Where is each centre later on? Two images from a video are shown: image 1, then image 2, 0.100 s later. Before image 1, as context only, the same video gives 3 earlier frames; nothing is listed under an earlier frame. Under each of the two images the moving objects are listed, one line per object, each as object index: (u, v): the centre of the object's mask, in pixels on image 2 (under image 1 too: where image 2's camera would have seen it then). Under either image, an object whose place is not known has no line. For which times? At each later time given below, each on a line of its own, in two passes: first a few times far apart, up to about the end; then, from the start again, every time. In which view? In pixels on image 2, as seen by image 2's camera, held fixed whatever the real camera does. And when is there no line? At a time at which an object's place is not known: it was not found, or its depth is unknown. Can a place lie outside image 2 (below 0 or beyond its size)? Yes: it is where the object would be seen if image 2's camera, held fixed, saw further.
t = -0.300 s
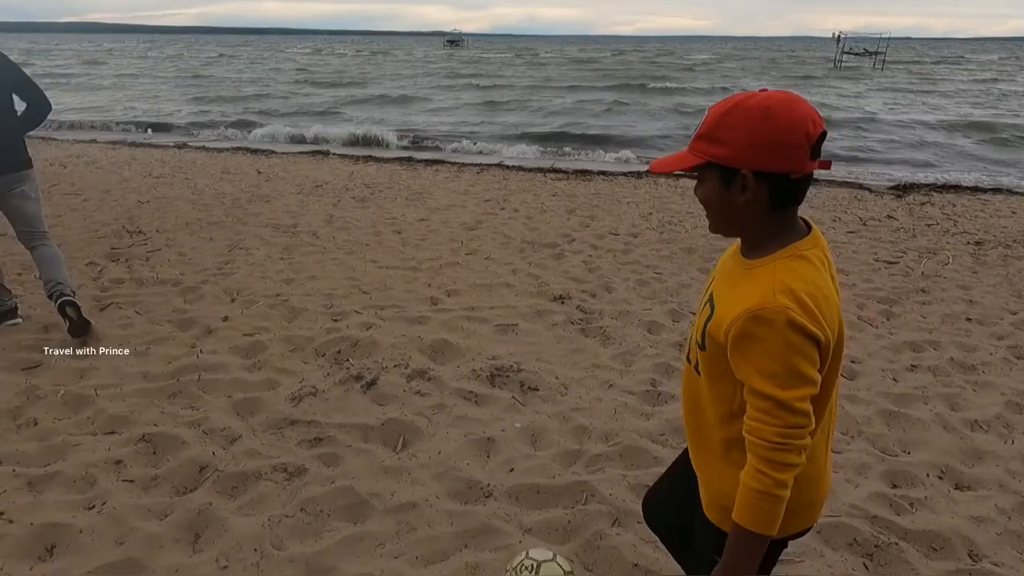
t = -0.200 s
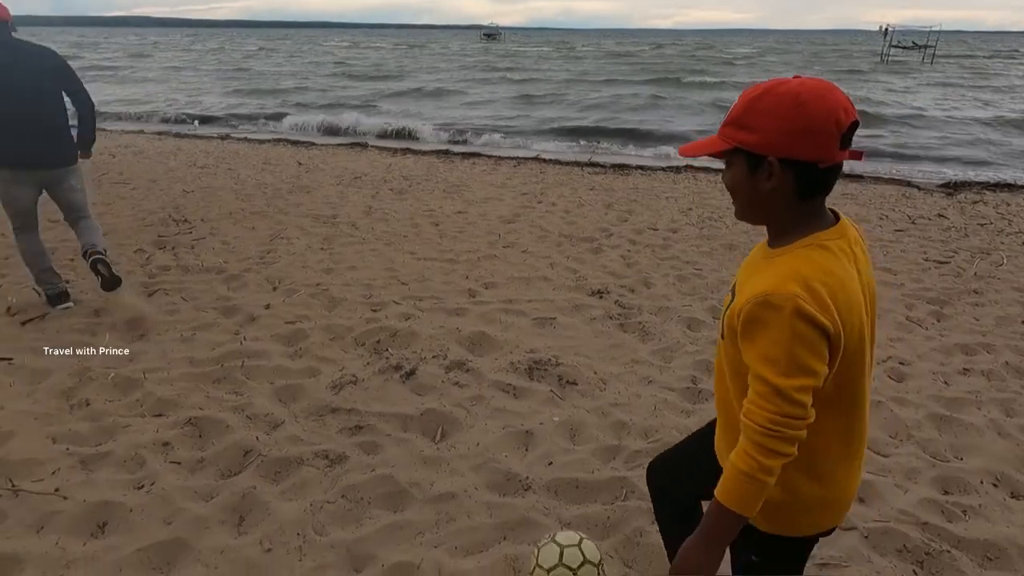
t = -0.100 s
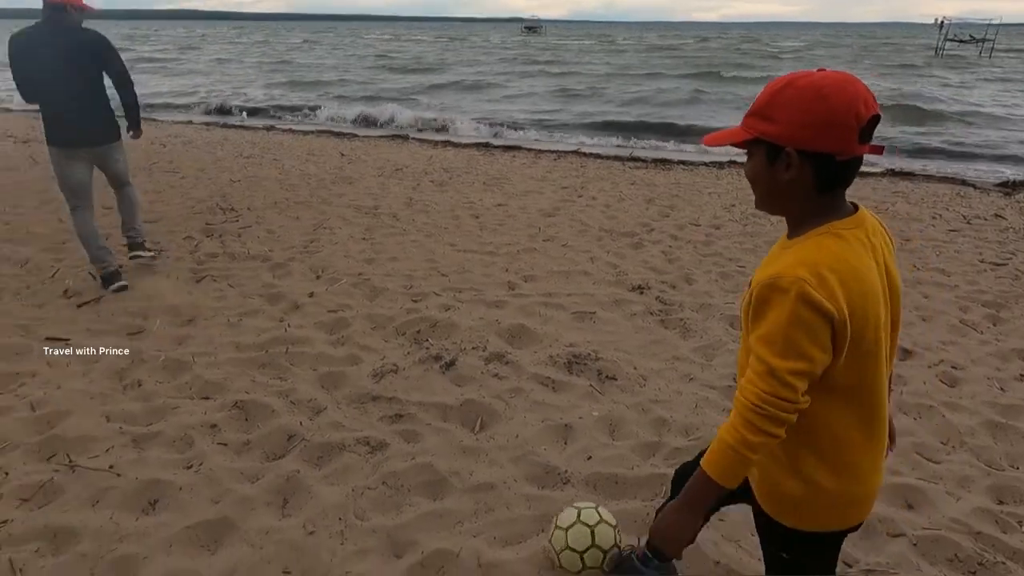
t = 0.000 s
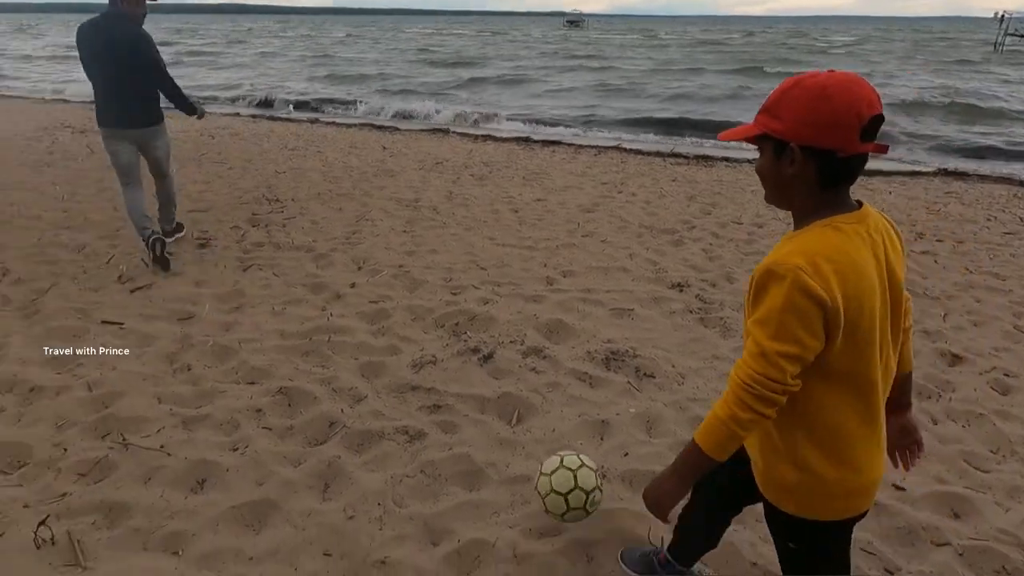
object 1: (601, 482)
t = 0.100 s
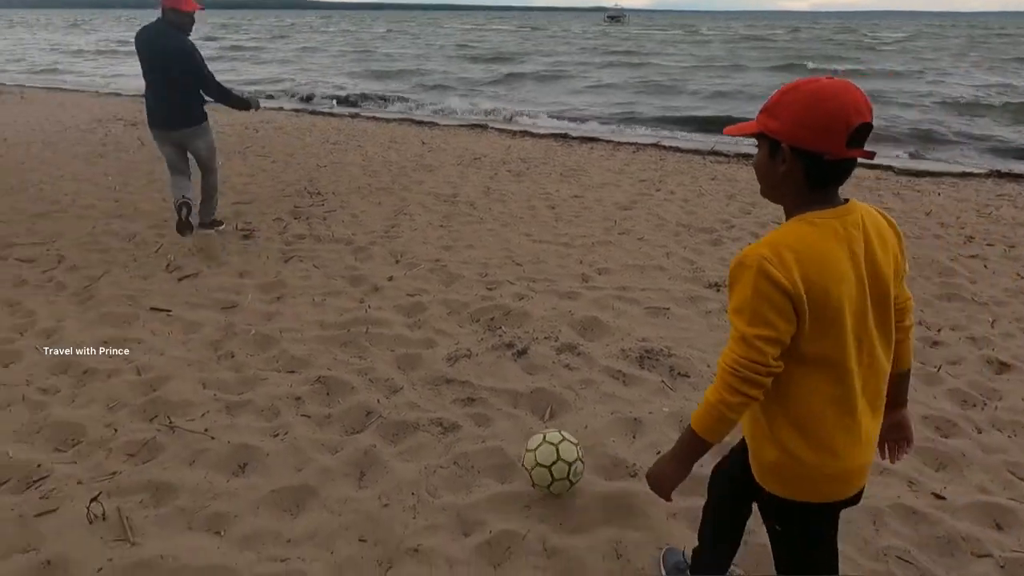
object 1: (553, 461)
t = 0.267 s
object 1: (503, 445)
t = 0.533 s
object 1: (457, 418)
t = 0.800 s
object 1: (428, 404)
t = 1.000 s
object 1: (412, 404)
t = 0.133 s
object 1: (539, 461)
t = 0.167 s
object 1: (527, 458)
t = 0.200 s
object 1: (518, 454)
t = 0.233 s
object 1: (510, 449)
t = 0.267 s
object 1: (503, 445)
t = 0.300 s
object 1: (496, 440)
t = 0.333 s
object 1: (489, 435)
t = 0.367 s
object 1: (482, 431)
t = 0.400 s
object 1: (477, 427)
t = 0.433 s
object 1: (471, 424)
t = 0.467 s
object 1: (466, 422)
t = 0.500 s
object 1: (462, 420)
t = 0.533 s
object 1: (457, 418)
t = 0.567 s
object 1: (453, 416)
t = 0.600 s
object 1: (448, 416)
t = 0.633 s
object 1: (443, 414)
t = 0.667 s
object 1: (439, 413)
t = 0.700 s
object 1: (436, 410)
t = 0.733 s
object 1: (433, 408)
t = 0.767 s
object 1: (431, 406)
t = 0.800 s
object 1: (428, 404)
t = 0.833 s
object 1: (427, 405)
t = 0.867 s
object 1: (423, 403)
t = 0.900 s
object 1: (420, 404)
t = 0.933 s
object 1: (418, 403)
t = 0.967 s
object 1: (415, 403)
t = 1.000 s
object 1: (412, 404)
